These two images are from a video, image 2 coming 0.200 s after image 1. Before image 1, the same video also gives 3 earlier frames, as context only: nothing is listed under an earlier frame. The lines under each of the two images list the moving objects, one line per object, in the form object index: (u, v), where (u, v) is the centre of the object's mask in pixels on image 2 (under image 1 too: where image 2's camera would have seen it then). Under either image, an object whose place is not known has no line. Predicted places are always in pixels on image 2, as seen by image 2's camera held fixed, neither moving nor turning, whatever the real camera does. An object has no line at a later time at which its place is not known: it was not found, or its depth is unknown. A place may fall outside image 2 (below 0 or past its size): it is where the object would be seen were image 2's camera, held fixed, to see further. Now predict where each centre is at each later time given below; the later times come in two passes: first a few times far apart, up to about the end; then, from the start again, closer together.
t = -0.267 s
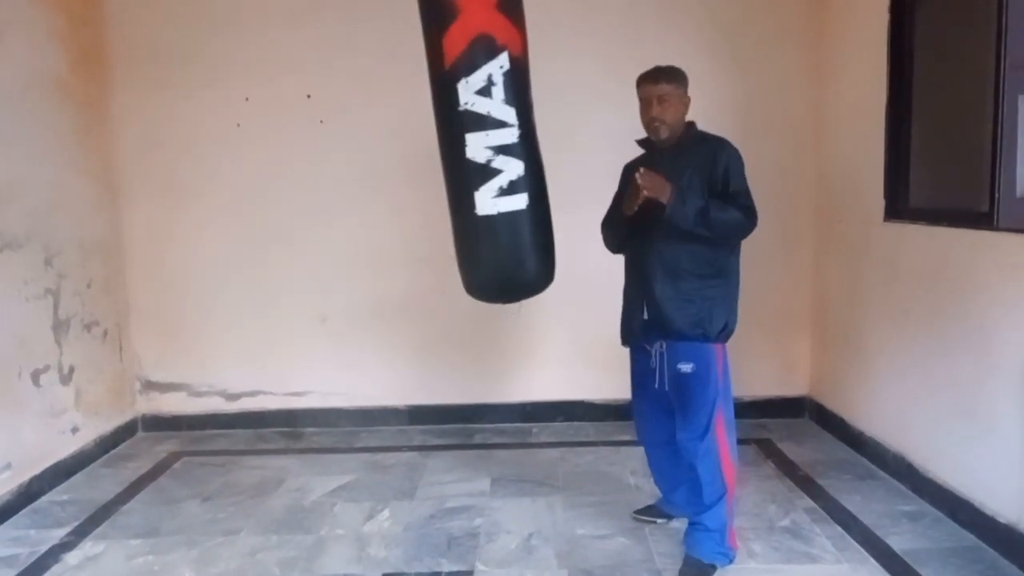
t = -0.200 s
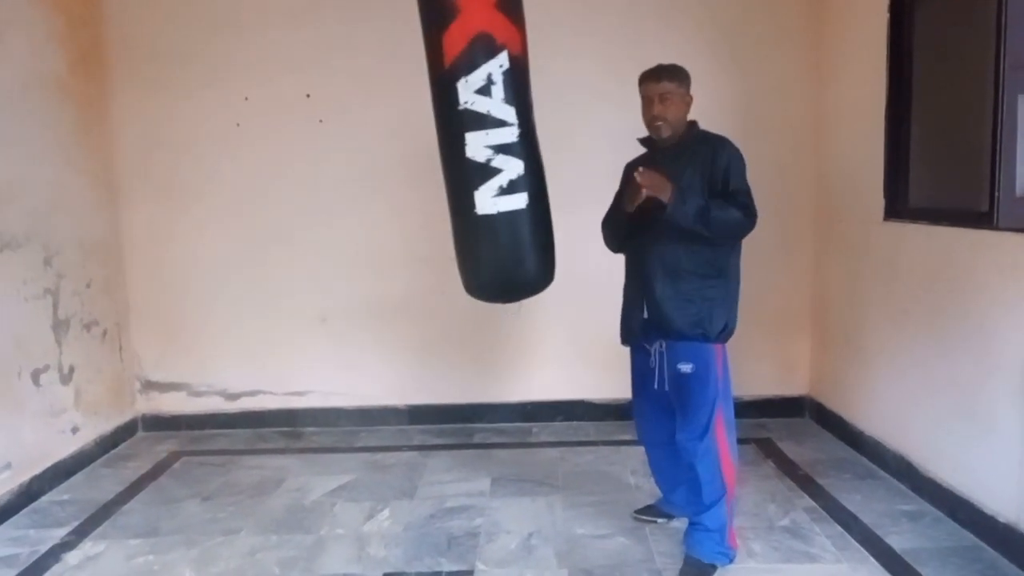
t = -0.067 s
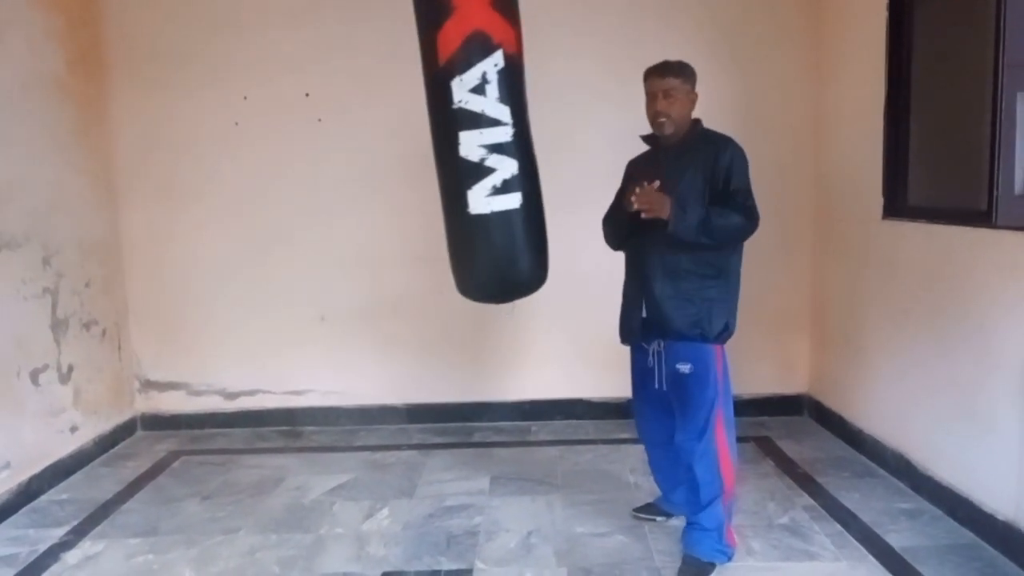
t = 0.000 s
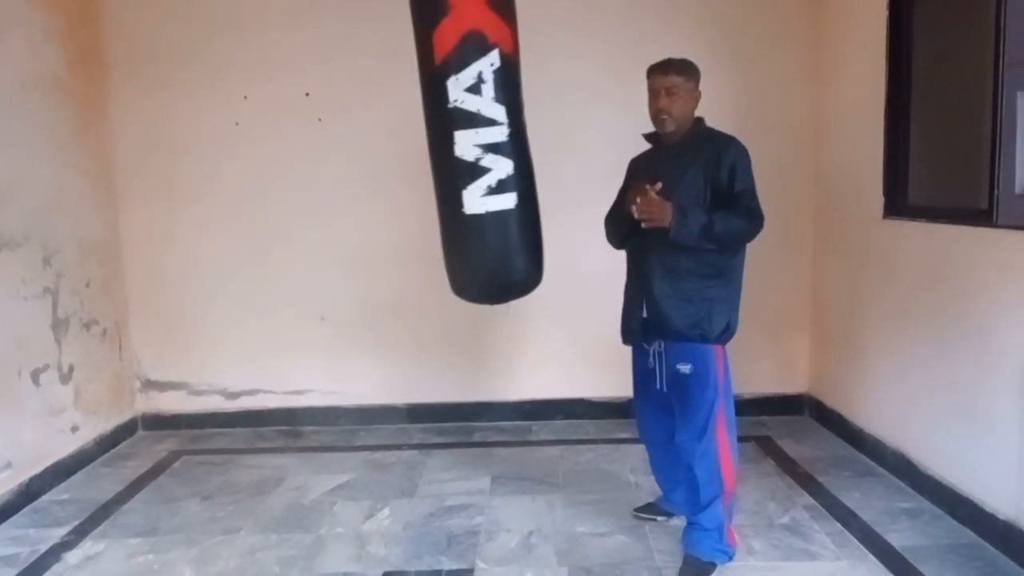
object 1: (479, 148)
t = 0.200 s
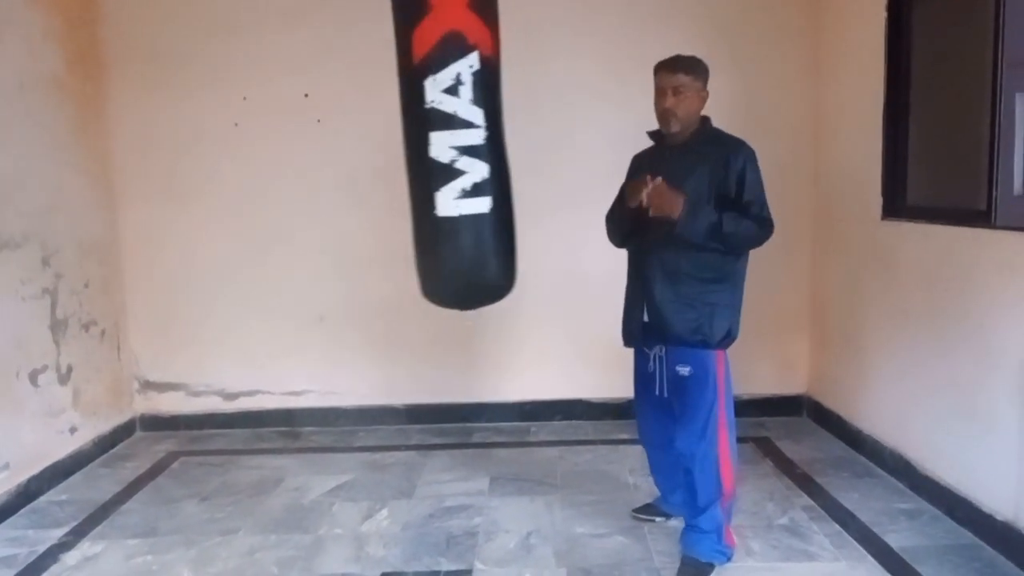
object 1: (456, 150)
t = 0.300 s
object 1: (442, 151)
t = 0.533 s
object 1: (406, 154)
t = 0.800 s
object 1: (377, 153)
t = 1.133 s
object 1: (375, 151)
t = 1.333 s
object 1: (395, 152)
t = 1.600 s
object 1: (433, 151)
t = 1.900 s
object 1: (473, 149)
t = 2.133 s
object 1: (487, 148)
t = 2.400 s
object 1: (480, 149)
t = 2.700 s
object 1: (444, 152)
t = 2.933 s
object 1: (409, 154)
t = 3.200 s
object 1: (378, 154)
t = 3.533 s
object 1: (373, 153)
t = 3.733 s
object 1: (393, 152)
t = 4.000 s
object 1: (430, 149)
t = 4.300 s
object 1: (471, 147)
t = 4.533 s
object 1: (485, 147)
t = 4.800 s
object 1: (481, 148)
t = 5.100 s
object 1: (448, 150)
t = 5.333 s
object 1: (412, 153)
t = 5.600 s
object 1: (379, 154)
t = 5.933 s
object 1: (373, 154)
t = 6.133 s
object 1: (390, 152)
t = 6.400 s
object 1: (427, 151)
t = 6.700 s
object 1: (468, 148)
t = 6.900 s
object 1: (483, 147)
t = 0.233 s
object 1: (451, 150)
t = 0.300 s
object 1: (442, 151)
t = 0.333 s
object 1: (437, 152)
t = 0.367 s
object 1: (432, 152)
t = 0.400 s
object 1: (426, 152)
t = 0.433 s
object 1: (421, 153)
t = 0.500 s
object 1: (411, 154)
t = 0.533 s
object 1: (406, 154)
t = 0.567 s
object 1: (401, 154)
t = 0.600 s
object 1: (397, 154)
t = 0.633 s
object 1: (393, 153)
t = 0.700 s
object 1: (384, 153)
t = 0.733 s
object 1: (381, 153)
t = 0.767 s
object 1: (379, 153)
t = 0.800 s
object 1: (377, 153)
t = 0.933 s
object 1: (371, 152)
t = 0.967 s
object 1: (371, 152)
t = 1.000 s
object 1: (370, 152)
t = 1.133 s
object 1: (375, 151)
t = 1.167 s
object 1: (377, 151)
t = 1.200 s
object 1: (380, 152)
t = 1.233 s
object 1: (383, 152)
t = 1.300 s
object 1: (390, 152)
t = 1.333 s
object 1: (395, 152)
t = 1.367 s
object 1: (399, 152)
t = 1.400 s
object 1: (404, 152)
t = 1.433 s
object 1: (408, 152)
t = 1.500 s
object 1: (418, 152)
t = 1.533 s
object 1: (423, 151)
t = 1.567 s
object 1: (428, 151)
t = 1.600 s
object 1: (433, 151)
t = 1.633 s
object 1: (438, 151)
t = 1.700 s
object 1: (448, 151)
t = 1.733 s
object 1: (453, 150)
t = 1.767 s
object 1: (458, 150)
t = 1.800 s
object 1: (462, 149)
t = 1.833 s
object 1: (466, 149)
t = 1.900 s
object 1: (473, 149)
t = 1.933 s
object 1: (476, 149)
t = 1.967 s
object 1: (479, 148)
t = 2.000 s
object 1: (482, 148)
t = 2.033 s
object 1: (483, 148)
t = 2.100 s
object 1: (485, 148)
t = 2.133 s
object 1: (487, 148)
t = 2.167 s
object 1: (488, 148)
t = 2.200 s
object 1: (488, 148)
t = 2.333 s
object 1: (483, 149)
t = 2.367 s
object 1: (481, 149)
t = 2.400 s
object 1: (480, 149)
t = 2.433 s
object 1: (477, 149)
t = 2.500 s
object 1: (471, 149)
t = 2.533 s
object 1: (466, 150)
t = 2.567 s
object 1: (462, 151)
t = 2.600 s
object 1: (458, 151)
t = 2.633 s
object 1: (454, 151)
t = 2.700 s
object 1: (444, 152)
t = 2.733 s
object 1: (439, 152)
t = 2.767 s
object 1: (434, 153)
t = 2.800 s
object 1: (429, 153)
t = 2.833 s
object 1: (424, 153)
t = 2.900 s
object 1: (414, 154)
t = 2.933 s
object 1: (409, 154)
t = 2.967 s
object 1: (404, 154)
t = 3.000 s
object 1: (399, 154)
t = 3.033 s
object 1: (395, 154)
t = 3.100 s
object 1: (387, 154)
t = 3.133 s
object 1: (384, 154)
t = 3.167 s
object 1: (380, 154)
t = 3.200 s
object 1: (378, 154)
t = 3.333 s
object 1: (370, 153)
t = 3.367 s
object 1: (370, 153)
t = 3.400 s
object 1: (369, 153)
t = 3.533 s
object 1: (373, 153)
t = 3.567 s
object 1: (375, 153)
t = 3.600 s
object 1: (378, 153)
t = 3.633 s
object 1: (381, 153)
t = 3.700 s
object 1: (388, 152)
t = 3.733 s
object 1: (393, 152)
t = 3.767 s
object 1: (397, 152)
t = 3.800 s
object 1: (401, 152)
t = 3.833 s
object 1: (405, 152)
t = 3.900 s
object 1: (415, 151)
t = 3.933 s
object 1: (420, 151)
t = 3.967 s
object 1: (425, 150)
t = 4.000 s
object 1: (430, 149)
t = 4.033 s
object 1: (435, 149)
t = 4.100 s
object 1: (445, 149)
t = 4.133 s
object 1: (450, 148)
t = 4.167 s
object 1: (454, 148)
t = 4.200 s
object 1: (458, 148)
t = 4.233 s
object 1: (462, 147)
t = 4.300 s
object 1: (471, 147)
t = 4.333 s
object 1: (474, 147)
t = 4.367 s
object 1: (477, 147)
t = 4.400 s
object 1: (479, 147)
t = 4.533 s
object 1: (485, 147)
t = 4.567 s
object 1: (487, 146)
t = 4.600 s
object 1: (488, 147)
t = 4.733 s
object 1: (485, 148)
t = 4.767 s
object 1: (483, 148)
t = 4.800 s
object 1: (481, 148)
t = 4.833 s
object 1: (479, 148)
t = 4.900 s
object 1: (473, 149)
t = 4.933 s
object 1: (469, 149)
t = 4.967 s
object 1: (464, 149)
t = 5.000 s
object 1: (460, 150)
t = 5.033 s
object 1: (456, 150)
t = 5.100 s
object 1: (448, 150)
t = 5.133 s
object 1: (442, 151)
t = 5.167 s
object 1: (437, 151)
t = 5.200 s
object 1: (432, 151)
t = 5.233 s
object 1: (427, 152)
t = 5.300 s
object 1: (417, 153)
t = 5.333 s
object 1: (412, 153)
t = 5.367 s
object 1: (407, 153)
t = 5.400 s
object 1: (403, 153)
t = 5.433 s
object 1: (398, 154)
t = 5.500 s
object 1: (389, 154)
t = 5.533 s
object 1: (386, 154)
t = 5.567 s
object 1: (382, 154)
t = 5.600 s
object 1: (379, 154)
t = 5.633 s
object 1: (377, 154)
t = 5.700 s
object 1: (372, 154)
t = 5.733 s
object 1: (371, 153)
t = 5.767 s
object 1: (370, 153)
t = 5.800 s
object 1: (369, 153)
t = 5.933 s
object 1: (373, 154)
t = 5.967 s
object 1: (375, 153)
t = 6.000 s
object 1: (377, 153)
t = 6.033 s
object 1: (380, 153)
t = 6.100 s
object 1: (386, 153)
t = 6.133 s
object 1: (390, 152)
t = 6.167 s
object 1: (394, 153)
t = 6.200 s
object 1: (398, 152)
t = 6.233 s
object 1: (403, 152)
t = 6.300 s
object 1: (412, 152)
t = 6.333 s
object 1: (417, 151)
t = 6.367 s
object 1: (422, 151)
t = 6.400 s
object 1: (427, 151)
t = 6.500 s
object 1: (442, 150)
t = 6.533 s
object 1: (447, 150)
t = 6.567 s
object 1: (452, 149)
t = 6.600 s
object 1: (456, 149)
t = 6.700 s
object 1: (468, 148)
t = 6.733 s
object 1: (471, 148)
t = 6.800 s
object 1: (477, 147)
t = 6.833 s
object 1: (480, 147)
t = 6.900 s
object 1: (483, 147)
